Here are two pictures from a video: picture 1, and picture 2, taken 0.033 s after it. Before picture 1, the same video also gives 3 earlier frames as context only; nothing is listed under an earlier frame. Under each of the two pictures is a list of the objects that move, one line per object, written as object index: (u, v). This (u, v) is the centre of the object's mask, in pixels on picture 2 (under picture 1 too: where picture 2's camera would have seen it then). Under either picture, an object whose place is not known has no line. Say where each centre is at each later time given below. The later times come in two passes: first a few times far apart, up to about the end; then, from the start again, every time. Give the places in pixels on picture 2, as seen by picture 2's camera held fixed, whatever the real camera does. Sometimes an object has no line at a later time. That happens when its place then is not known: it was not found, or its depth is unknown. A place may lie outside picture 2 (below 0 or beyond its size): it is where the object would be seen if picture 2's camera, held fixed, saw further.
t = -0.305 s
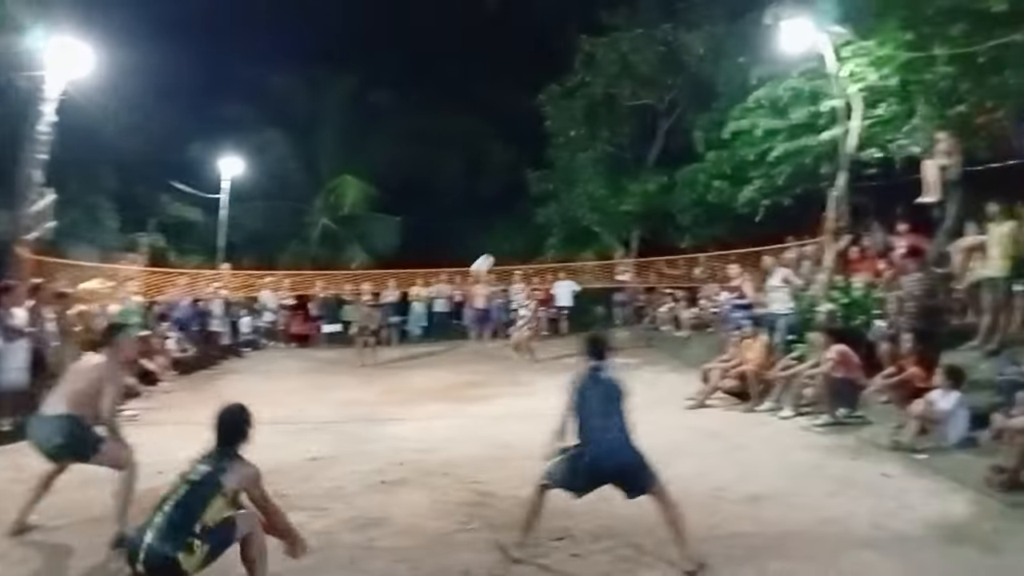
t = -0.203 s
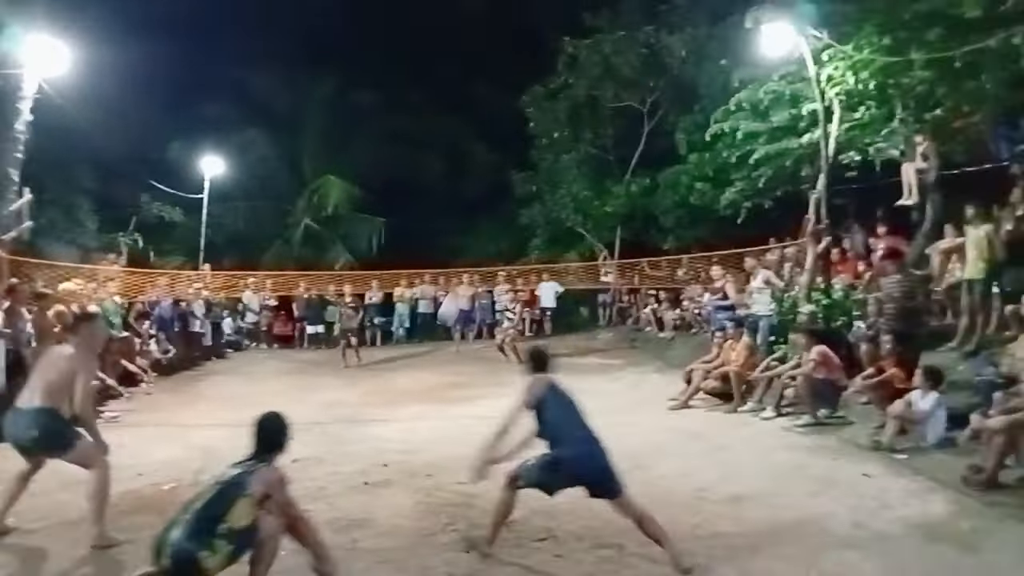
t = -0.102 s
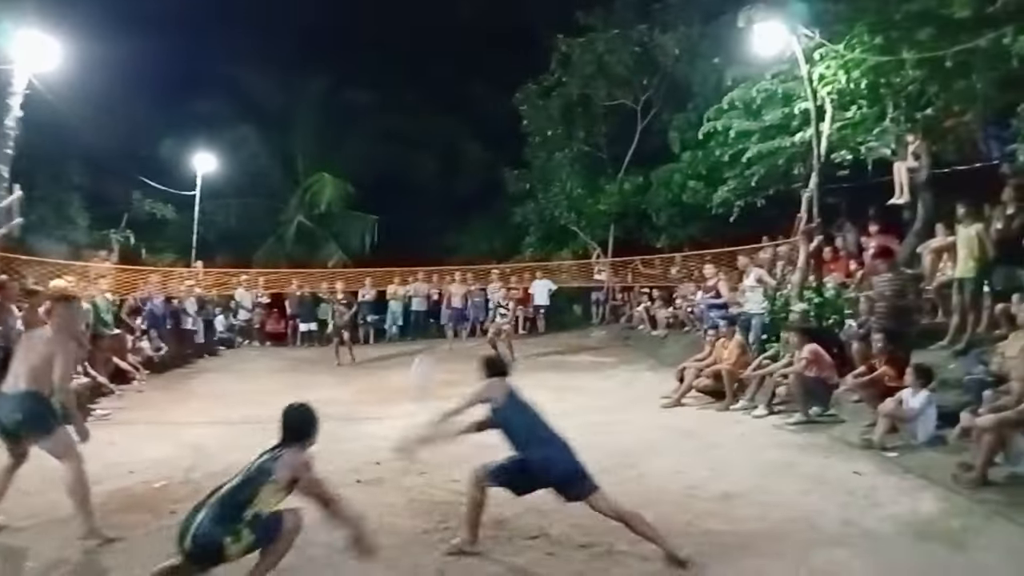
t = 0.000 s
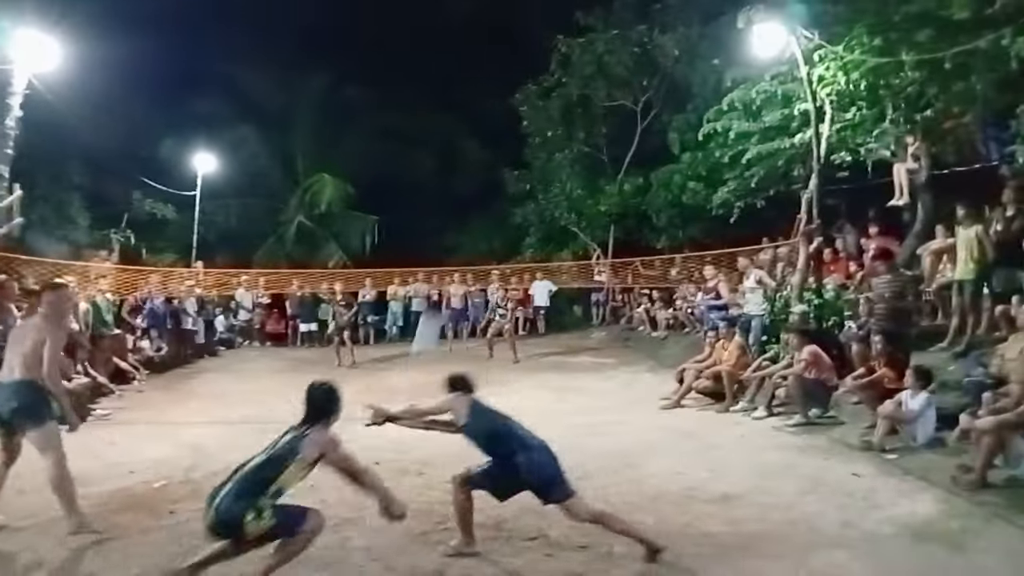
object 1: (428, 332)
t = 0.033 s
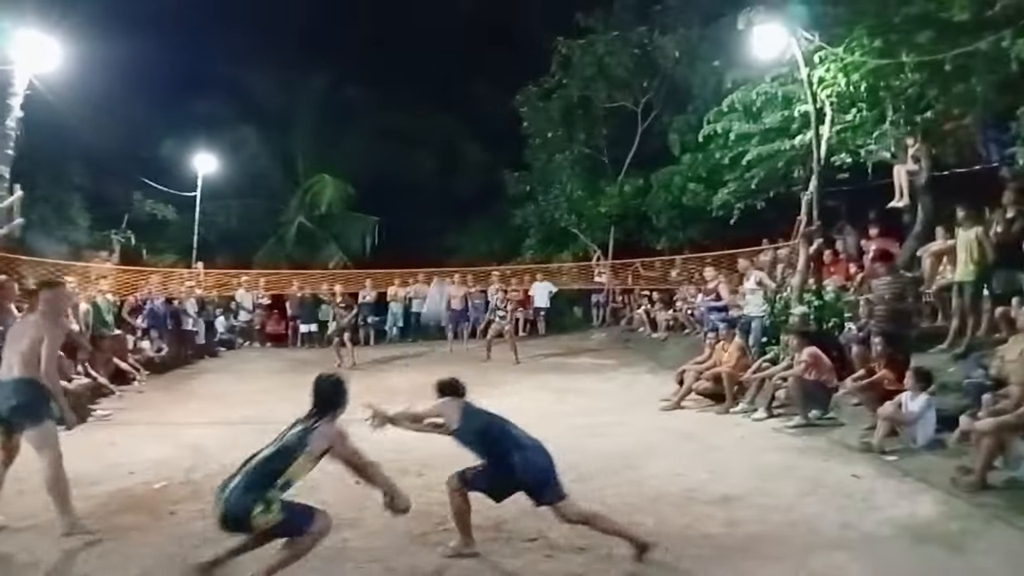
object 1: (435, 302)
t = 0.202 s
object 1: (476, 180)
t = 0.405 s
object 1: (508, 114)
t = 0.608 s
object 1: (530, 101)
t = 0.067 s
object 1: (446, 268)
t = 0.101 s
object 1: (454, 243)
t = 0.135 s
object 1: (462, 219)
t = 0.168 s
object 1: (469, 198)
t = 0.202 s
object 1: (476, 180)
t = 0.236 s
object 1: (482, 164)
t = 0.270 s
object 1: (488, 150)
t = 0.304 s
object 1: (493, 138)
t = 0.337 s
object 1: (498, 129)
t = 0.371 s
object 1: (503, 120)
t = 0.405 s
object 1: (508, 114)
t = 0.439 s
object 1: (512, 109)
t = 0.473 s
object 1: (516, 105)
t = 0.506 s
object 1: (520, 103)
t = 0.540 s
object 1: (523, 101)
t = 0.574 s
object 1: (527, 101)
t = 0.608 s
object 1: (530, 101)
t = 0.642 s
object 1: (533, 103)
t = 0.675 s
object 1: (537, 105)
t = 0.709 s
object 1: (539, 108)
